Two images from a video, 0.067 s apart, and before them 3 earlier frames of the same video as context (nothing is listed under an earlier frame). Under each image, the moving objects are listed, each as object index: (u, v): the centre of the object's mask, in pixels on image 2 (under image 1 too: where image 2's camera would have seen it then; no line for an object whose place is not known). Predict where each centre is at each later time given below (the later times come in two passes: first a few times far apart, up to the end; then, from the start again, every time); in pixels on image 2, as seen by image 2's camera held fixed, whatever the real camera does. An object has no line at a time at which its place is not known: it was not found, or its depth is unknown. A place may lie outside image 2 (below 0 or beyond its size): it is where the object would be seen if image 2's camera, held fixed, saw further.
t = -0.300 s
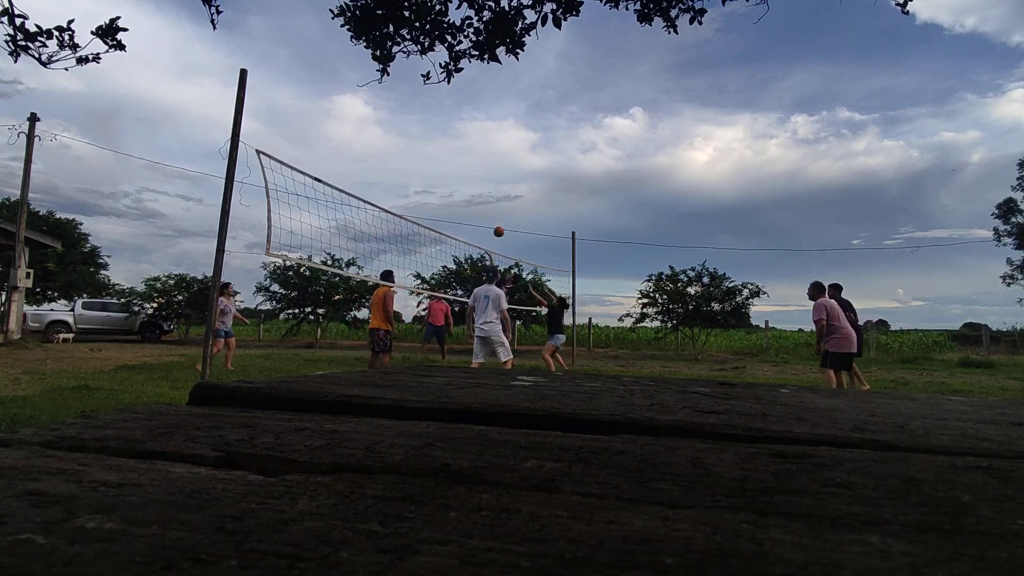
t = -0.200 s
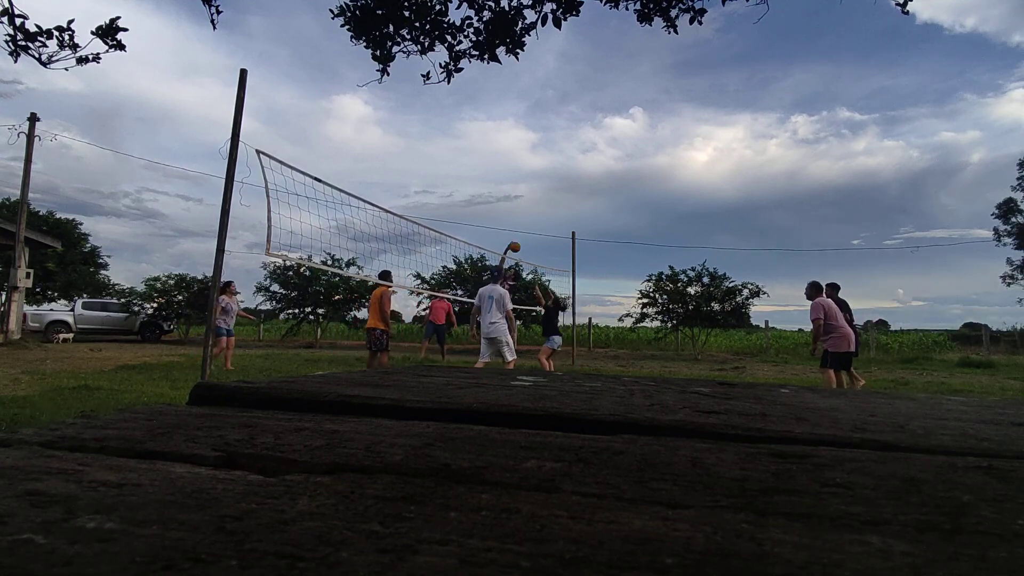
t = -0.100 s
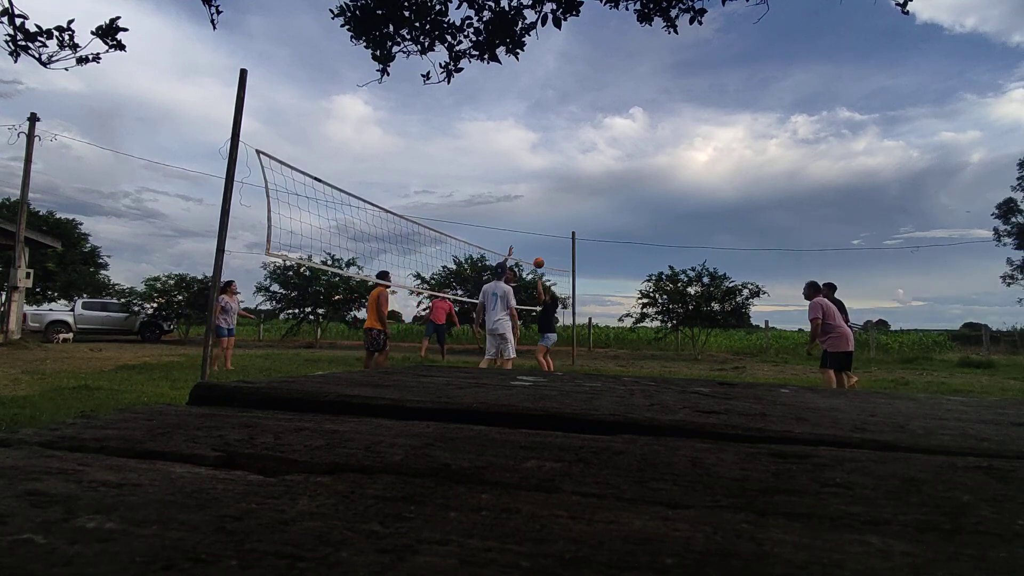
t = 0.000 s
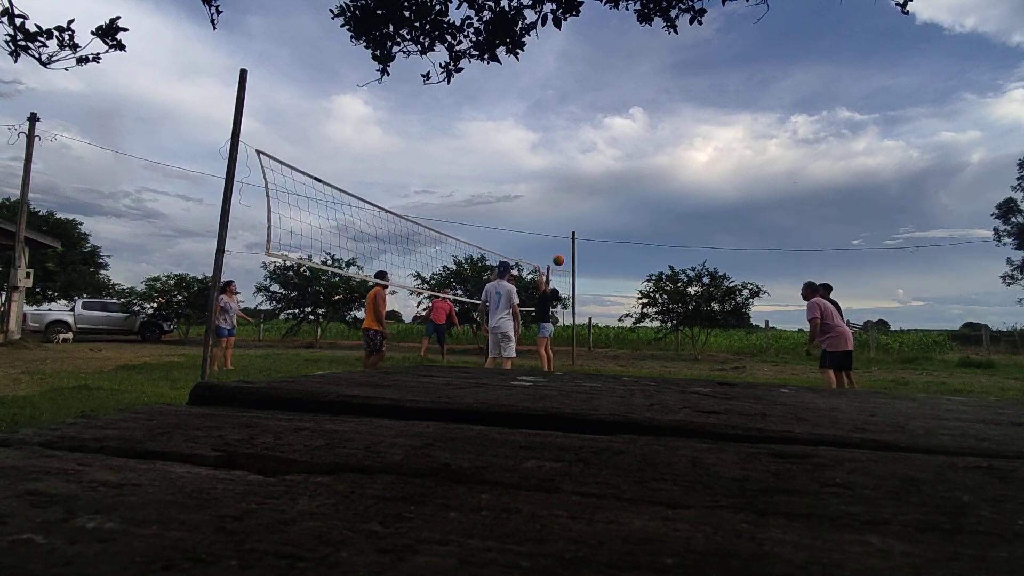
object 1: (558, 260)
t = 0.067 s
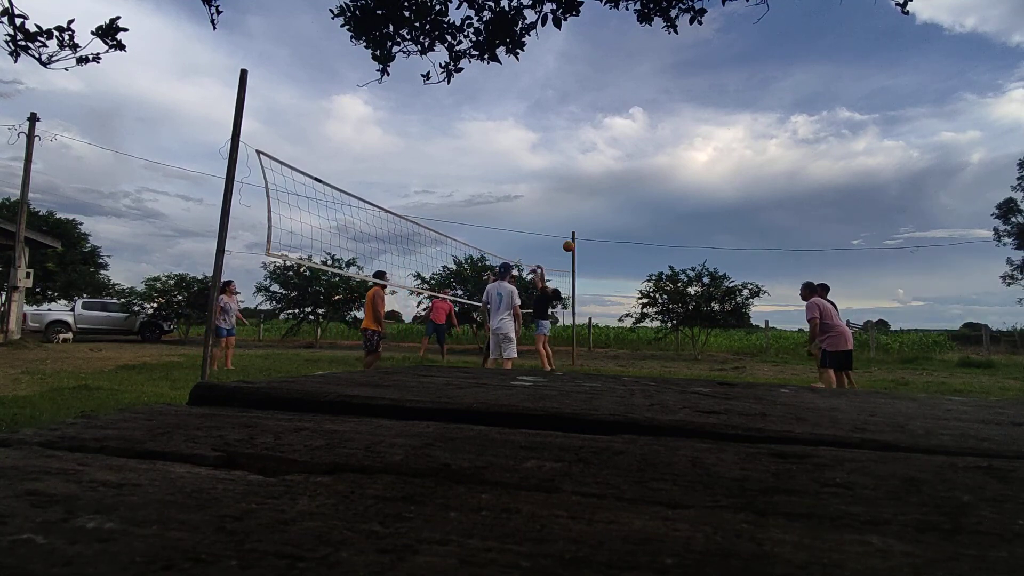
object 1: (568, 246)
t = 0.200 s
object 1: (587, 226)
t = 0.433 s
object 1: (620, 213)
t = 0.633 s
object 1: (649, 224)
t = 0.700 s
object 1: (658, 233)
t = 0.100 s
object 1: (573, 241)
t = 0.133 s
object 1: (578, 235)
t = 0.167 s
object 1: (583, 230)
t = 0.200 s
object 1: (587, 226)
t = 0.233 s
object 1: (592, 222)
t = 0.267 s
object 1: (597, 219)
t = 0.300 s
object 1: (601, 217)
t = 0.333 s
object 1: (606, 215)
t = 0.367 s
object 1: (611, 214)
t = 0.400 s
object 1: (616, 213)
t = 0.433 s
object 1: (620, 213)
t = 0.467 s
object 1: (625, 213)
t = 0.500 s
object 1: (630, 214)
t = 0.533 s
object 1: (635, 216)
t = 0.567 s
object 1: (639, 218)
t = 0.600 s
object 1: (644, 221)
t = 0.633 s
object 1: (649, 224)
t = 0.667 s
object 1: (653, 229)
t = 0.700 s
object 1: (658, 233)
